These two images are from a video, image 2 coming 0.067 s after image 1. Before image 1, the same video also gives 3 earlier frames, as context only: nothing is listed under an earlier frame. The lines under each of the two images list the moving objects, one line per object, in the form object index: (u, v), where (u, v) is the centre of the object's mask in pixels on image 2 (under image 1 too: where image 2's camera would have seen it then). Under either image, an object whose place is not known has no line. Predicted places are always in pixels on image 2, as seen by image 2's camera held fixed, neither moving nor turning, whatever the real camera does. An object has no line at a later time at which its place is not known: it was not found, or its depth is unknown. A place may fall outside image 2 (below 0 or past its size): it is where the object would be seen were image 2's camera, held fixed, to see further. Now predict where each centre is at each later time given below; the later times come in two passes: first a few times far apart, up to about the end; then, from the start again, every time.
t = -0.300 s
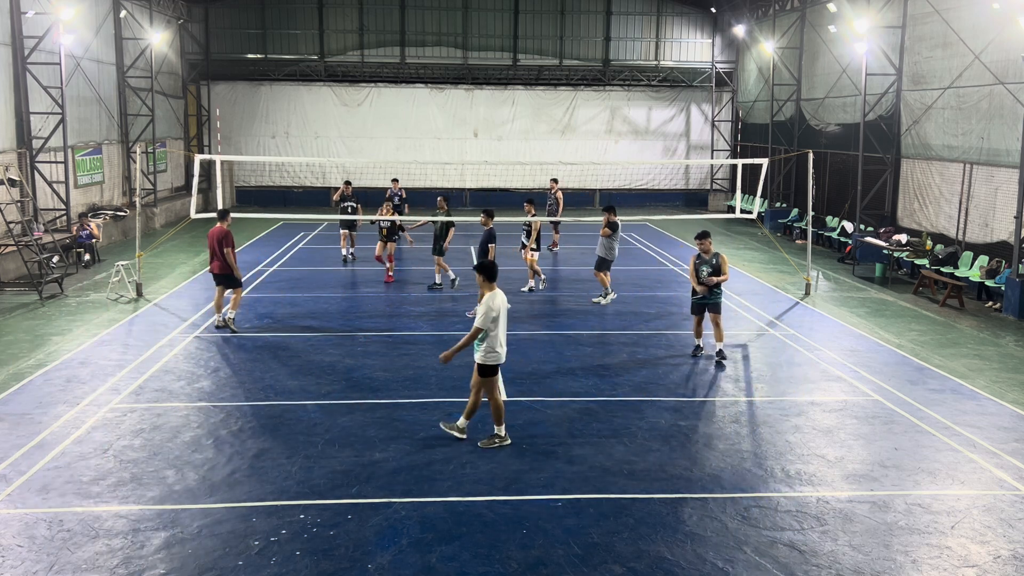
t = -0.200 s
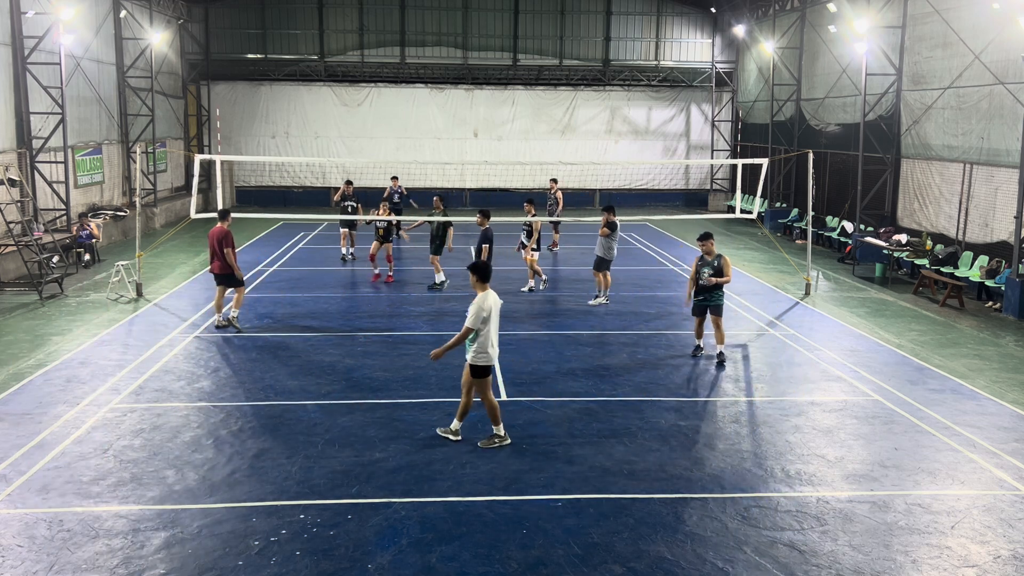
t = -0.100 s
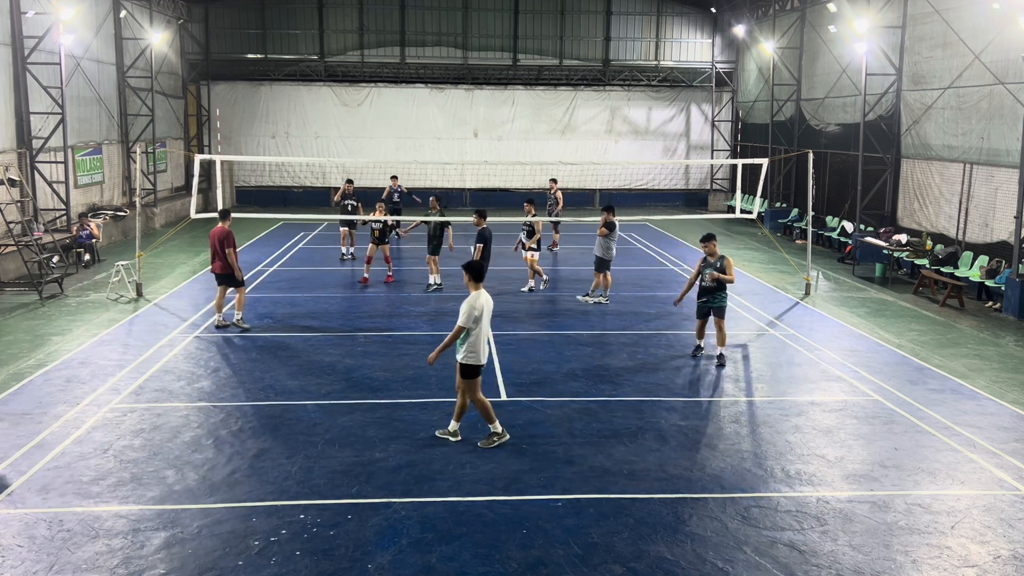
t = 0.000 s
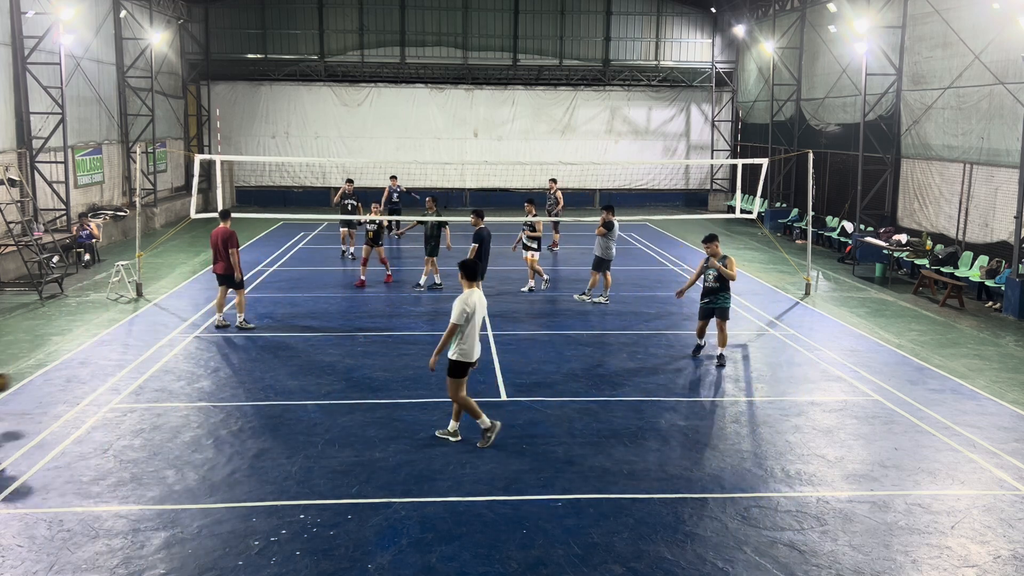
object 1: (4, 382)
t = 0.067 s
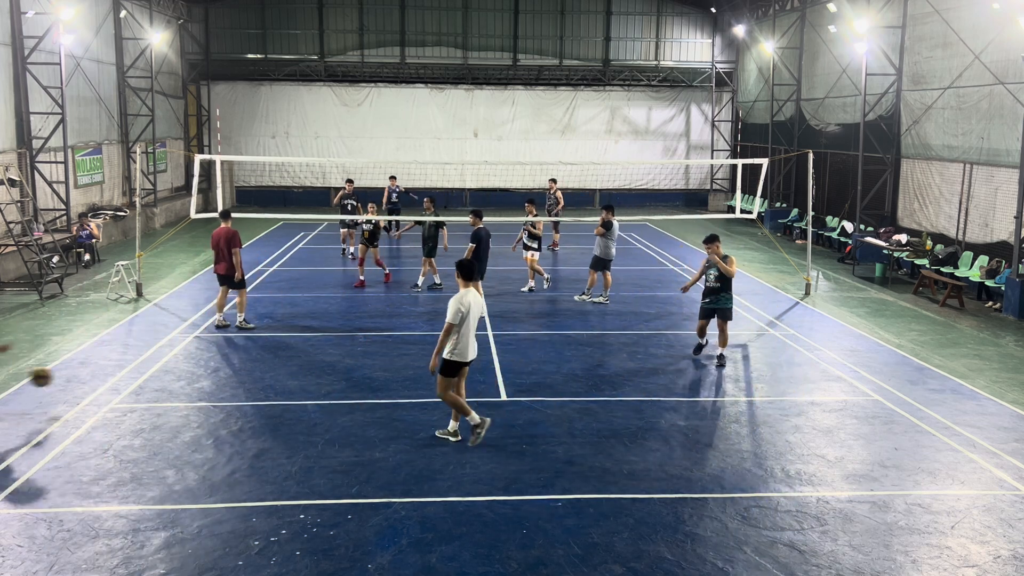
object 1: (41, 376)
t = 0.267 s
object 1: (143, 370)
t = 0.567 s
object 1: (237, 339)
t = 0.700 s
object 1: (272, 338)
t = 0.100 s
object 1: (61, 376)
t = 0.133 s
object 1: (79, 376)
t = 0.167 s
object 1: (98, 377)
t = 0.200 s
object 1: (116, 379)
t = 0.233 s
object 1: (132, 377)
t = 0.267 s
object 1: (143, 370)
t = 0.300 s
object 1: (155, 363)
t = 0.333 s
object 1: (165, 356)
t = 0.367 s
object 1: (177, 351)
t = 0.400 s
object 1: (187, 346)
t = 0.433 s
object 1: (197, 343)
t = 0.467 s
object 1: (207, 341)
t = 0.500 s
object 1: (217, 339)
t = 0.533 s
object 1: (227, 338)
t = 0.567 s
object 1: (237, 339)
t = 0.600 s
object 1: (246, 340)
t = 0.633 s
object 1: (255, 343)
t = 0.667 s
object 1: (264, 345)
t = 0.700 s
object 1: (272, 338)
